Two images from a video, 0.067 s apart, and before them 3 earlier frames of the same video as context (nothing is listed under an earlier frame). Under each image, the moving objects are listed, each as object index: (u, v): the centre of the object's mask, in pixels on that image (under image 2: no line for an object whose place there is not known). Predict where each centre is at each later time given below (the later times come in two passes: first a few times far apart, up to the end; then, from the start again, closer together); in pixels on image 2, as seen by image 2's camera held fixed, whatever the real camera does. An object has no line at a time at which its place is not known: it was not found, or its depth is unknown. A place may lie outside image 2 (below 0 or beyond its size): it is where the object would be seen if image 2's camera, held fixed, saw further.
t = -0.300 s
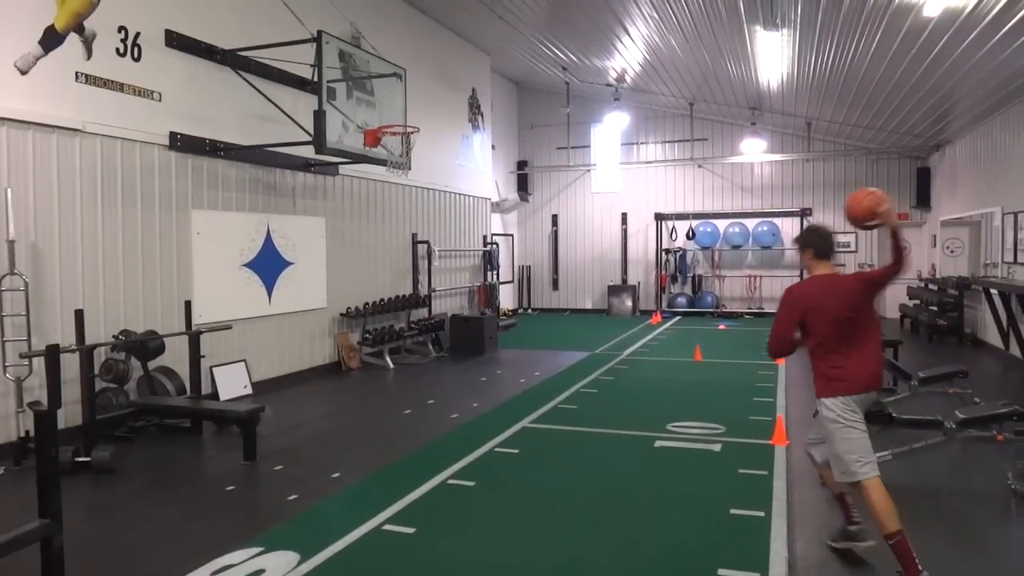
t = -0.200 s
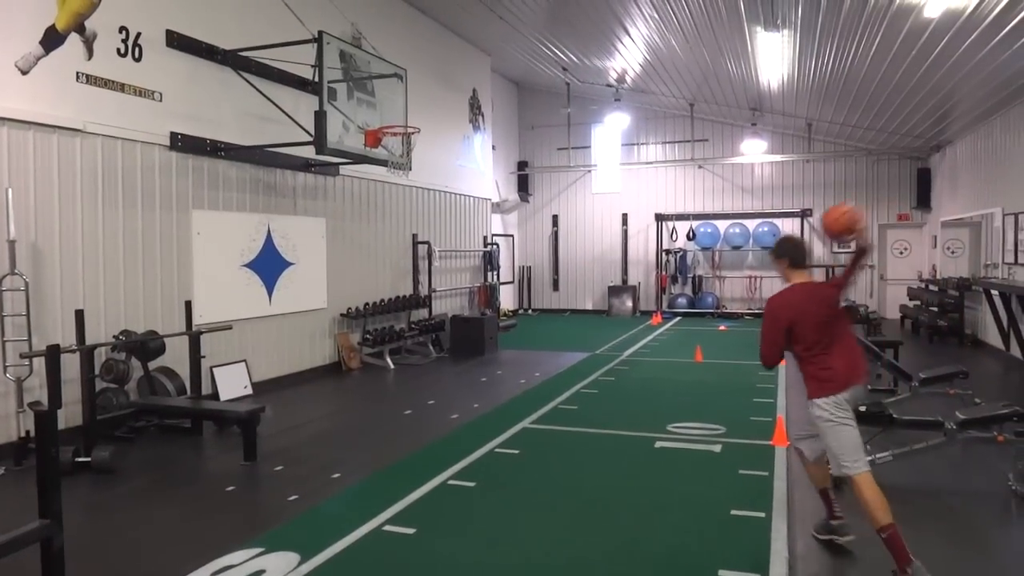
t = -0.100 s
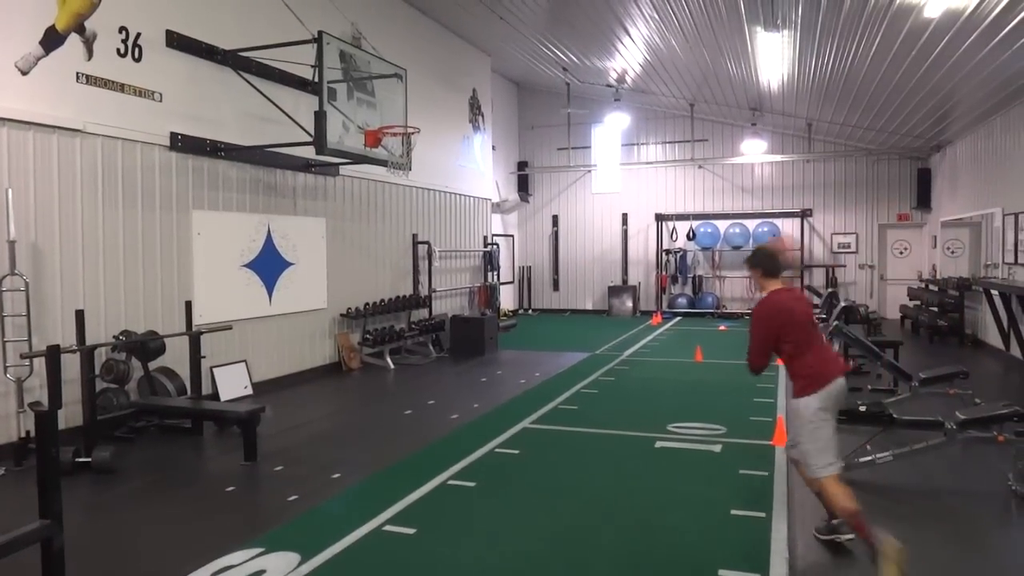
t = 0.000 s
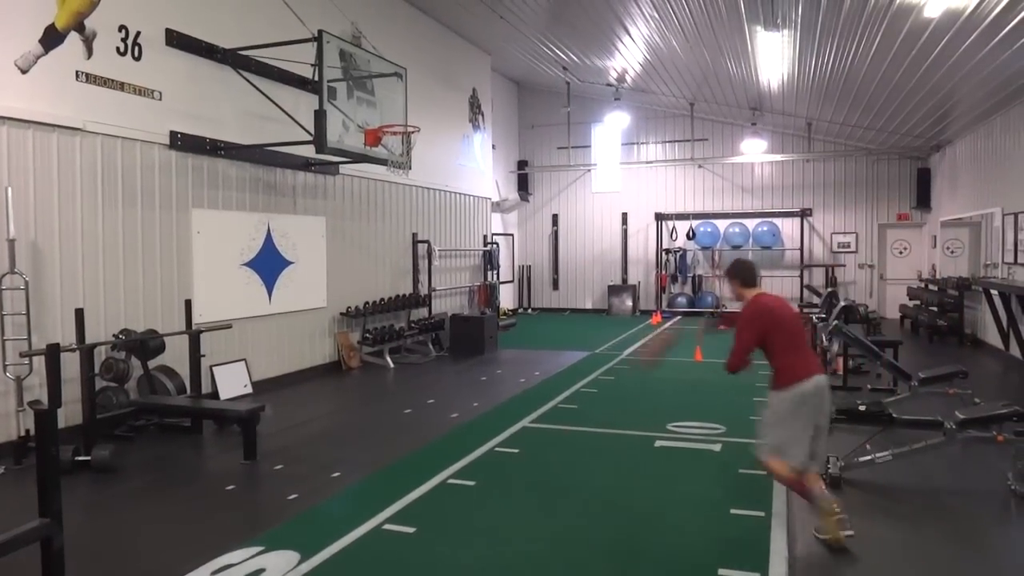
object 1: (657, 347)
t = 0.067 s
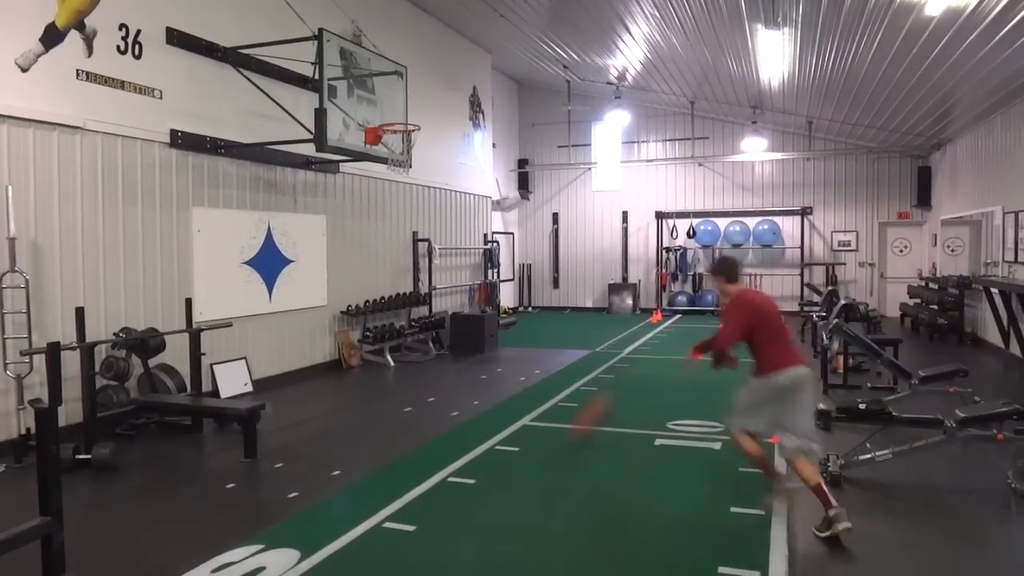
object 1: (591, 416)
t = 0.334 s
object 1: (495, 239)
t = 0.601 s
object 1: (424, 125)
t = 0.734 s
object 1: (392, 101)
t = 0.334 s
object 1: (495, 239)
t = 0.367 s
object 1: (486, 219)
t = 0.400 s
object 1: (476, 199)
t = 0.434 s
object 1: (466, 182)
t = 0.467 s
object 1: (458, 169)
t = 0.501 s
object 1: (449, 156)
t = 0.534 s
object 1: (442, 143)
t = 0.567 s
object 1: (433, 134)
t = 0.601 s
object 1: (424, 125)
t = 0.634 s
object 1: (417, 116)
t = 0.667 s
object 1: (408, 110)
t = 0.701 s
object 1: (400, 105)
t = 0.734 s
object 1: (392, 101)
